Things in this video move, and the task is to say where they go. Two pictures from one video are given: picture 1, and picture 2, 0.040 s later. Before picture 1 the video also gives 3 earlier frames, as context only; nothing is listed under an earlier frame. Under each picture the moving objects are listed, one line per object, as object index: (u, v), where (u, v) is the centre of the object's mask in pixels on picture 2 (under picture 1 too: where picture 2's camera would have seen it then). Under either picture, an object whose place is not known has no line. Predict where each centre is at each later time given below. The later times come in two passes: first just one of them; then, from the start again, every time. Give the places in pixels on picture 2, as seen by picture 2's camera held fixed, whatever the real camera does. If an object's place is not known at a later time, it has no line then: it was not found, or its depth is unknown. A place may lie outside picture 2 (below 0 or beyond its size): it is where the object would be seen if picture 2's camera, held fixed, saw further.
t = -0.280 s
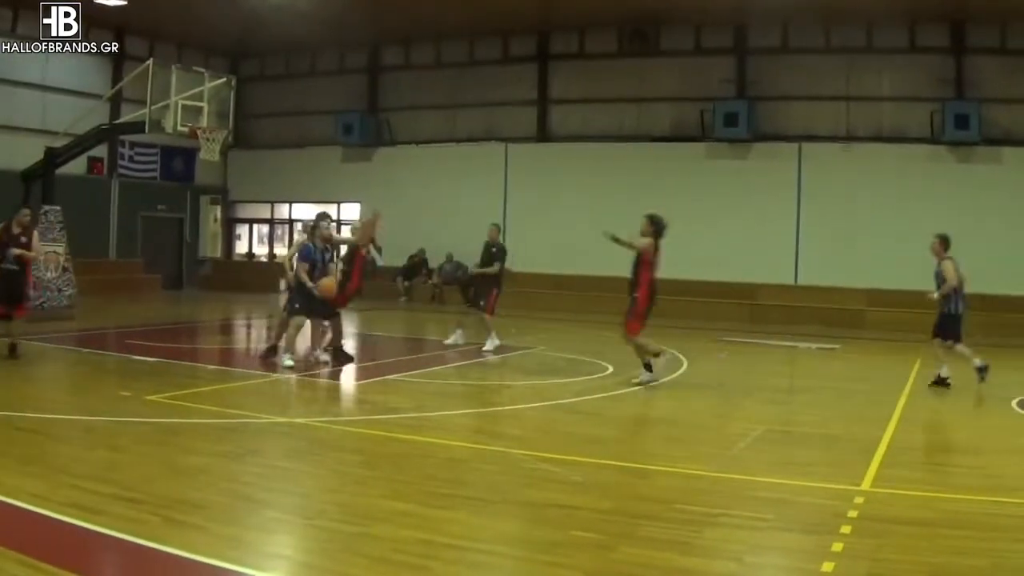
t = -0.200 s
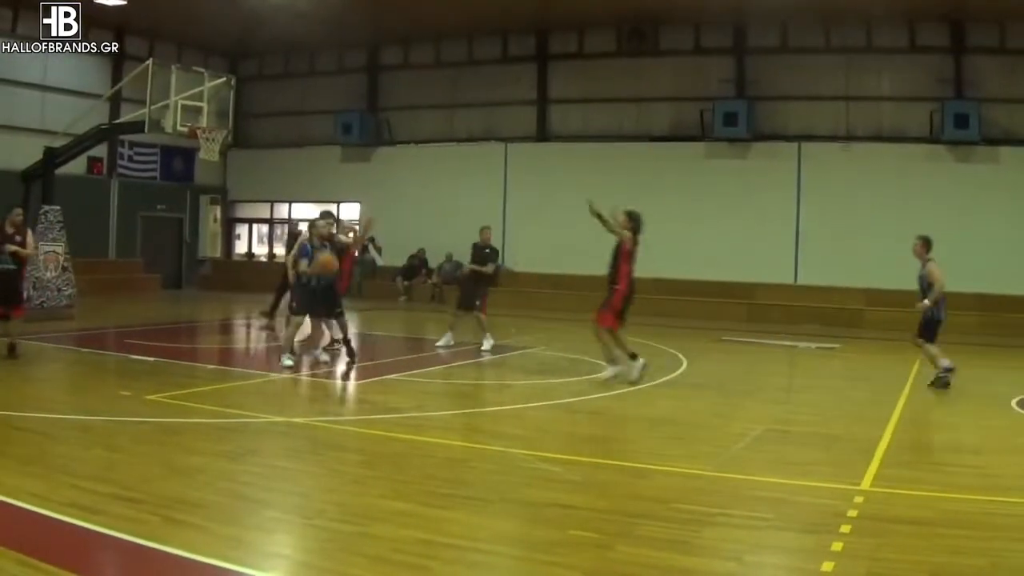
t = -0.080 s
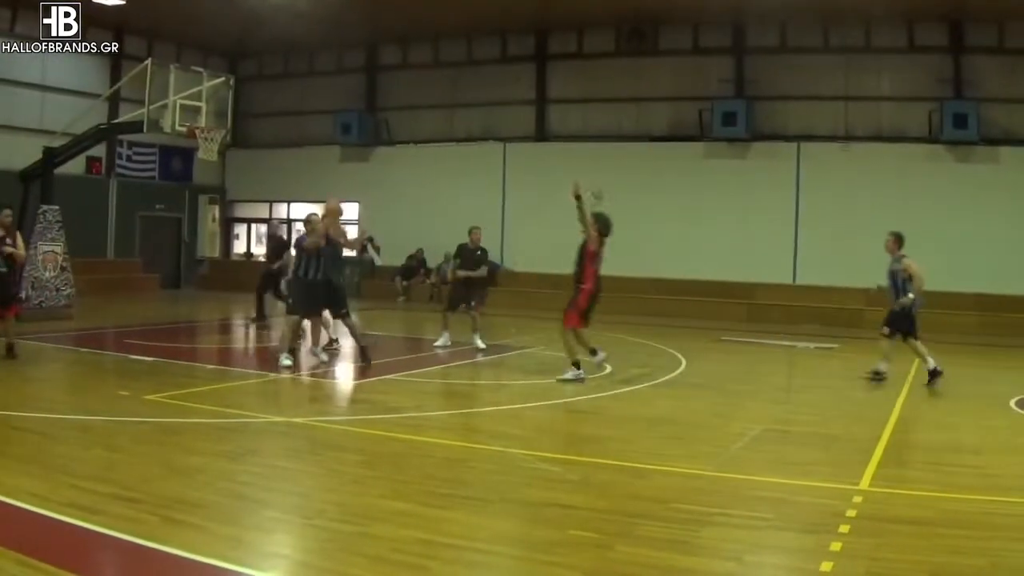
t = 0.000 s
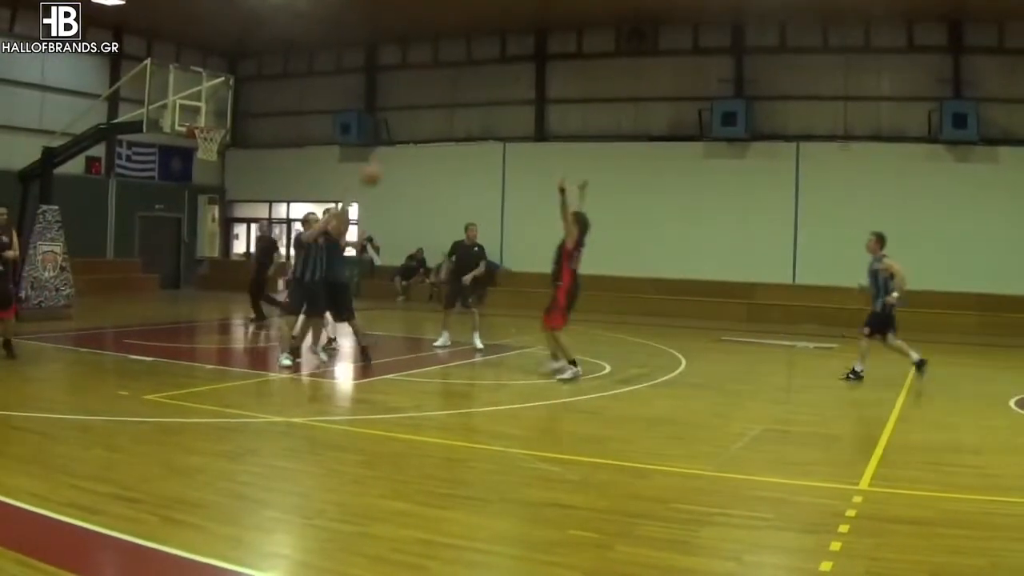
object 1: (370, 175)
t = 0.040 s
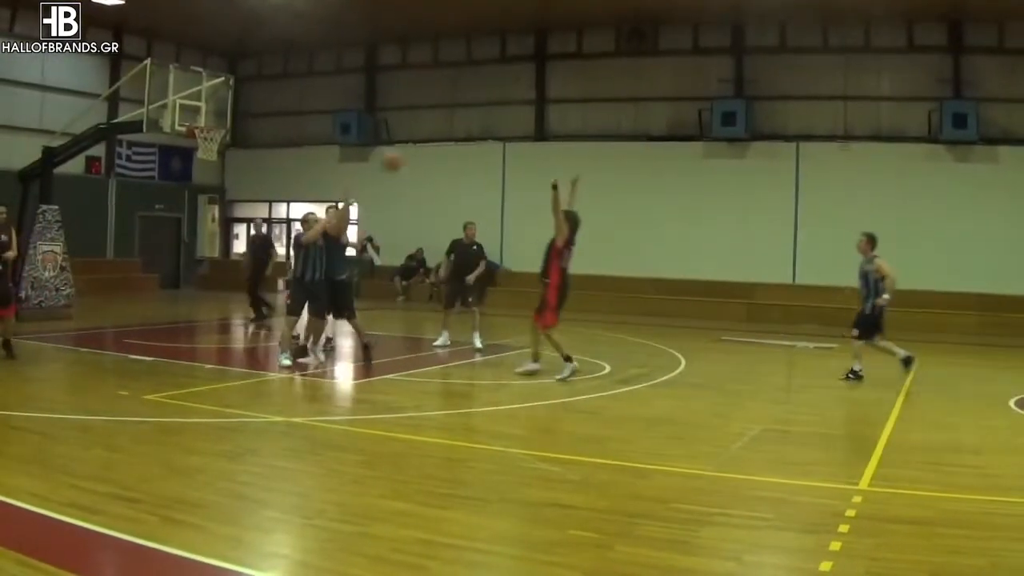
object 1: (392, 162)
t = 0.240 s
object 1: (496, 105)
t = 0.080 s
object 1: (412, 146)
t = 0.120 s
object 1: (435, 133)
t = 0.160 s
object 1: (455, 122)
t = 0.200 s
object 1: (476, 113)
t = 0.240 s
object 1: (496, 105)
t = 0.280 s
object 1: (515, 99)
